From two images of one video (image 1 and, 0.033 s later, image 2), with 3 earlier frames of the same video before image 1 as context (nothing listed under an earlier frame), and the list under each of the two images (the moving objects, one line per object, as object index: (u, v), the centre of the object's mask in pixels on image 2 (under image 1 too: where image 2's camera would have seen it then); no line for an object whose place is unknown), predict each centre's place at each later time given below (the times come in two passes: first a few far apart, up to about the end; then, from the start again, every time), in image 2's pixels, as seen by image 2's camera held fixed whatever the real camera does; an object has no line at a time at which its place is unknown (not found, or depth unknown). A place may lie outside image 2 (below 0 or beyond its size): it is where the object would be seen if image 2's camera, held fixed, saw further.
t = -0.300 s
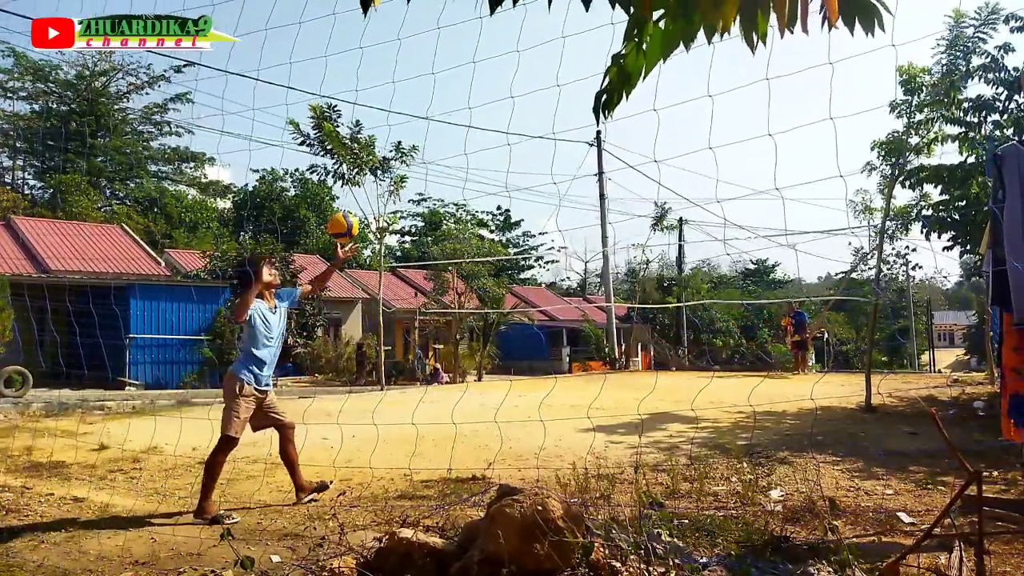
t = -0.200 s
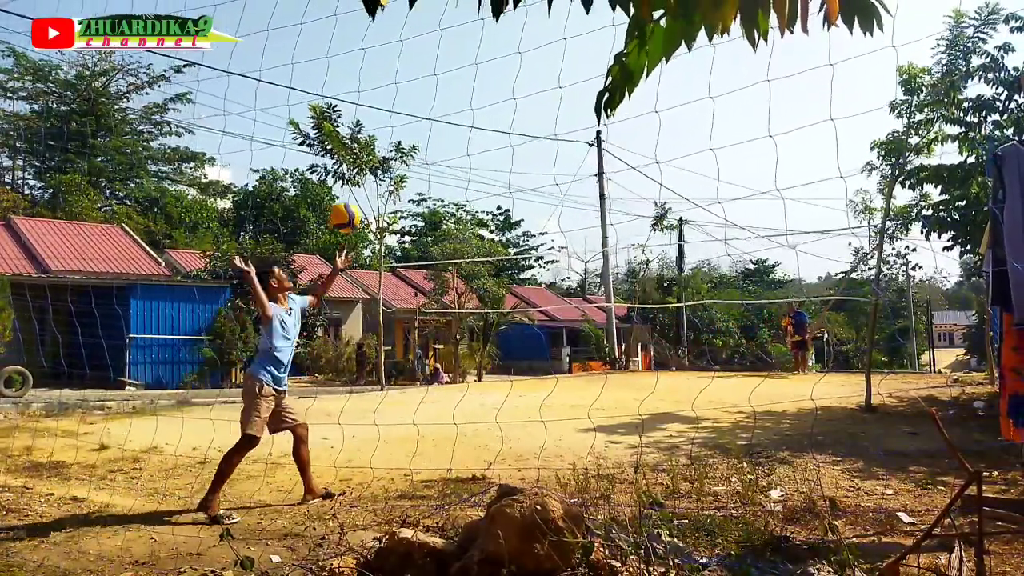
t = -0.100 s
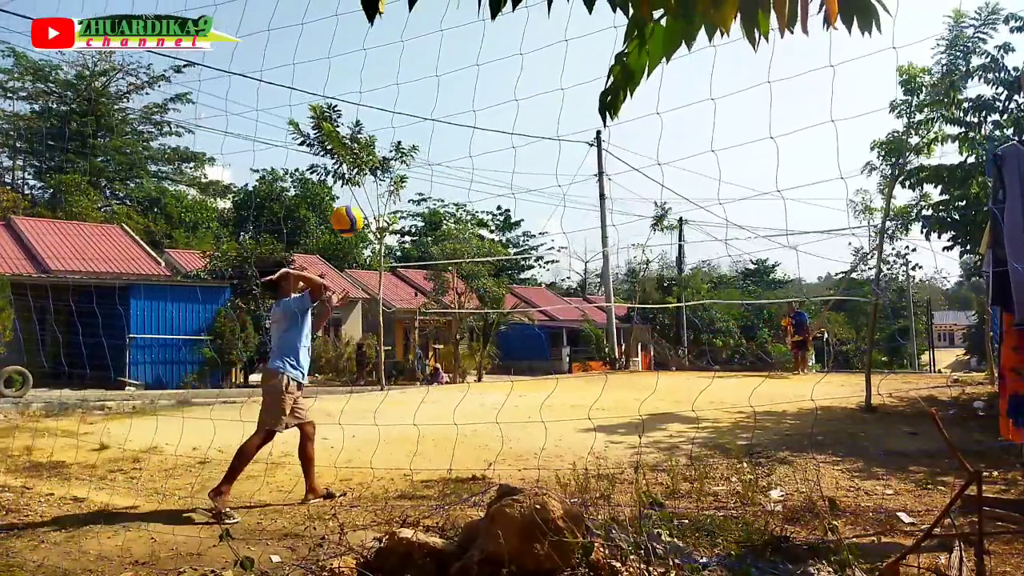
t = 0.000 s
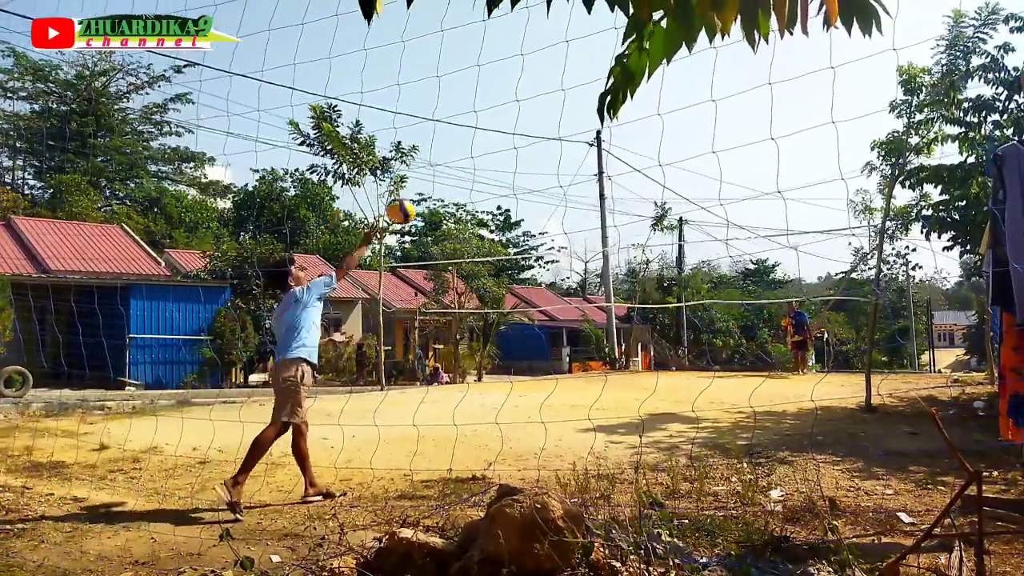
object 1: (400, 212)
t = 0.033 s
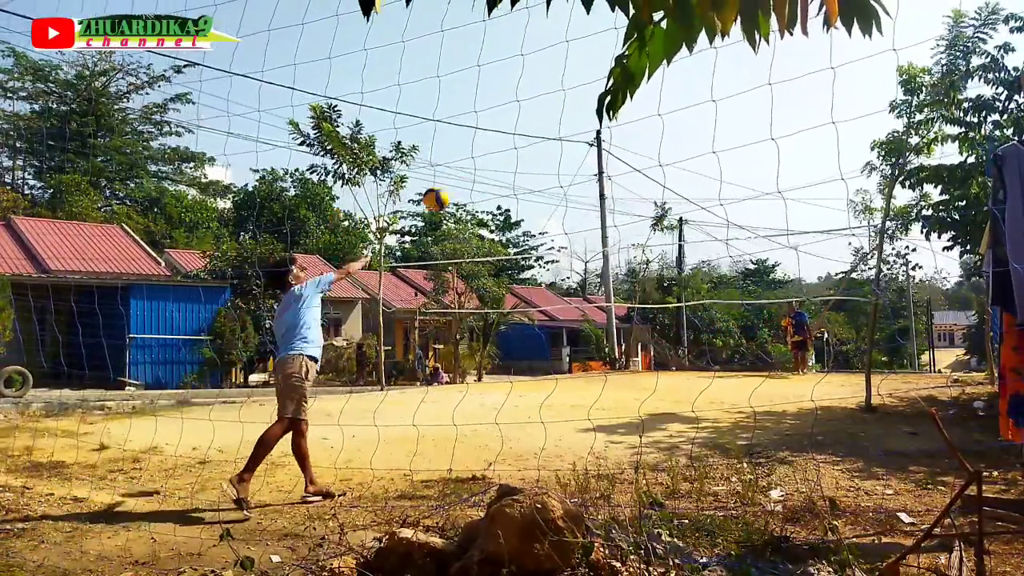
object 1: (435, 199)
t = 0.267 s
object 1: (595, 170)
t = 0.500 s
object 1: (676, 192)
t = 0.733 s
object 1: (718, 233)
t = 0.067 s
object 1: (467, 191)
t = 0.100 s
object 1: (494, 183)
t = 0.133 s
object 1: (518, 177)
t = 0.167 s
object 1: (540, 173)
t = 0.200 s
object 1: (560, 171)
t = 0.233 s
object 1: (578, 170)
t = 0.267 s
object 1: (595, 170)
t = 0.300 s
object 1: (611, 171)
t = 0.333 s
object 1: (625, 173)
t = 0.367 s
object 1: (637, 177)
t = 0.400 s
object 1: (648, 180)
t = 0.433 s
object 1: (658, 184)
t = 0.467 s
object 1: (668, 188)
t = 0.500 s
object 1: (676, 192)
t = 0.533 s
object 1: (684, 198)
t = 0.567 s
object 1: (691, 203)
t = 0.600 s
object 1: (697, 209)
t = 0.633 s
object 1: (702, 215)
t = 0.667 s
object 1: (708, 221)
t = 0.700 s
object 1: (713, 226)
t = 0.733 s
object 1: (718, 233)
